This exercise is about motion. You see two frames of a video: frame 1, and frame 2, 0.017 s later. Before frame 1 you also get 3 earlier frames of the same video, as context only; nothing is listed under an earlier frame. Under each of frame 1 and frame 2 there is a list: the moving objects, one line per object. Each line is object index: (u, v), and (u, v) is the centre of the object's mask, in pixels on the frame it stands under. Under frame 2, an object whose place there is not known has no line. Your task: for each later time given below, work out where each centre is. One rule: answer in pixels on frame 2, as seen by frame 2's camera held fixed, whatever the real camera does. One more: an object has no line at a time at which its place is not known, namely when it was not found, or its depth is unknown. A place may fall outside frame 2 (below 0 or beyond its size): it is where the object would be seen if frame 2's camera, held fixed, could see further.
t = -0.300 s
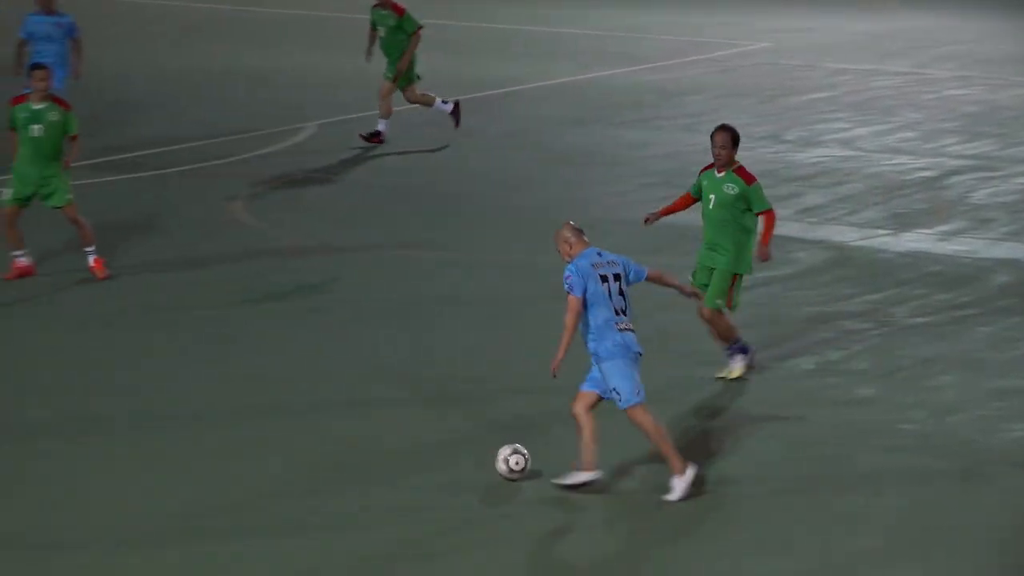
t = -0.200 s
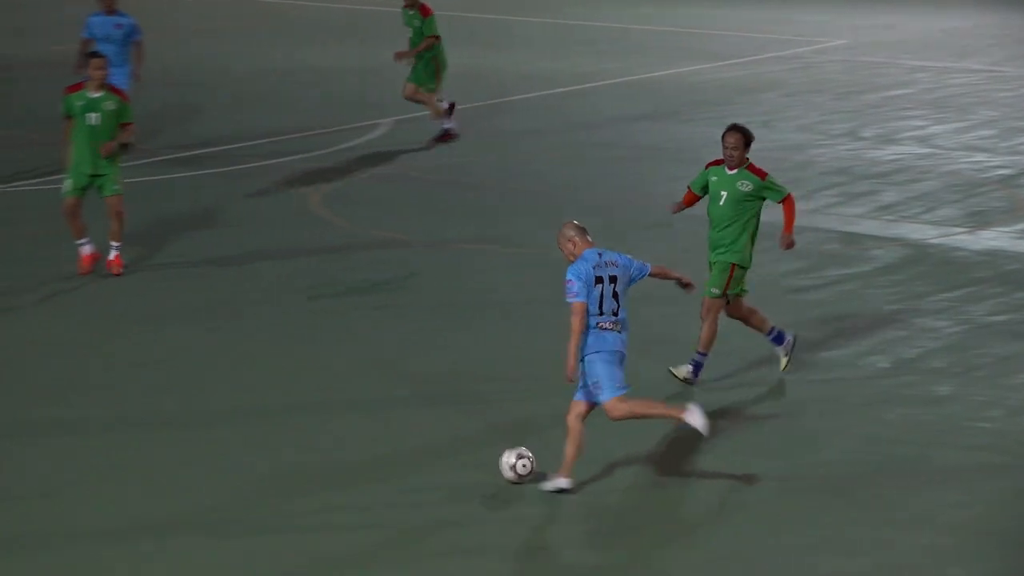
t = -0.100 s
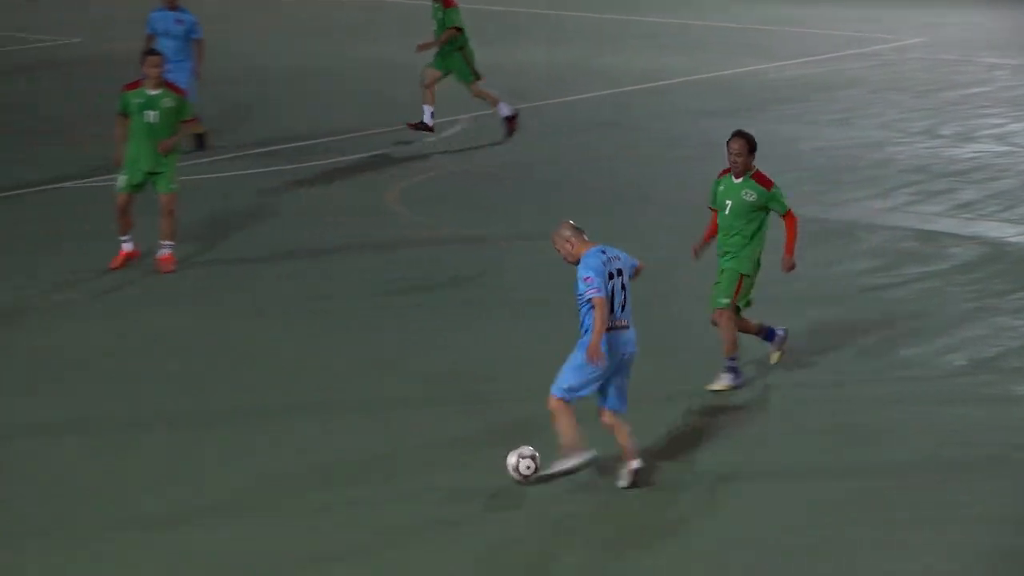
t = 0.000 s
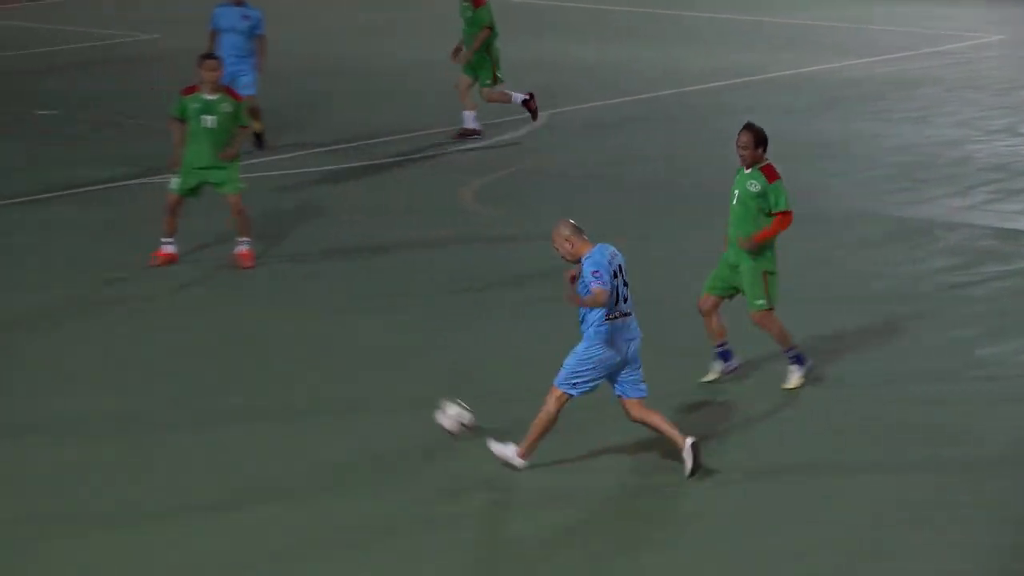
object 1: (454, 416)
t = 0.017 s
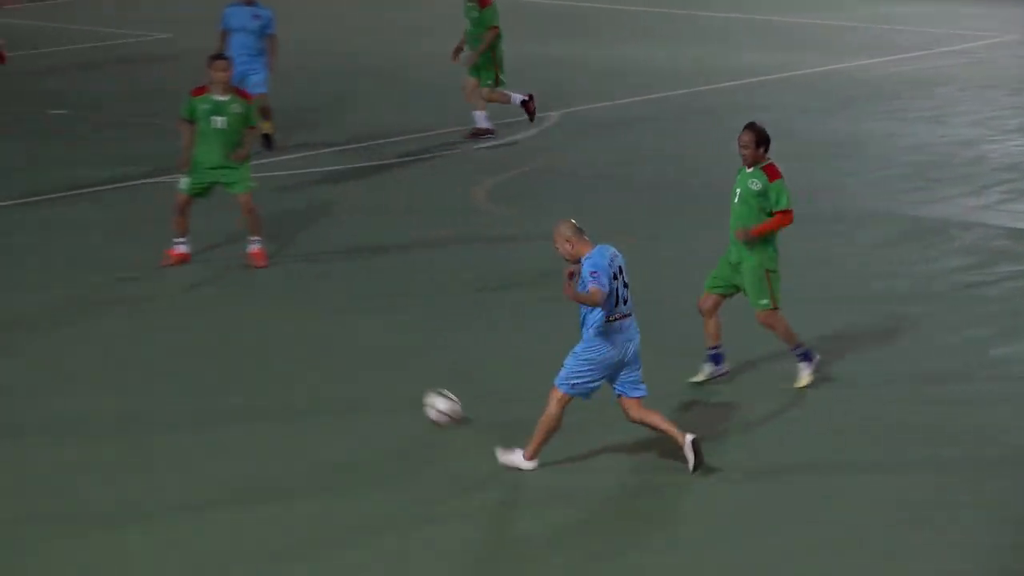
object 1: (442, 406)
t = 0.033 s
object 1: (423, 398)
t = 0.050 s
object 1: (405, 392)
